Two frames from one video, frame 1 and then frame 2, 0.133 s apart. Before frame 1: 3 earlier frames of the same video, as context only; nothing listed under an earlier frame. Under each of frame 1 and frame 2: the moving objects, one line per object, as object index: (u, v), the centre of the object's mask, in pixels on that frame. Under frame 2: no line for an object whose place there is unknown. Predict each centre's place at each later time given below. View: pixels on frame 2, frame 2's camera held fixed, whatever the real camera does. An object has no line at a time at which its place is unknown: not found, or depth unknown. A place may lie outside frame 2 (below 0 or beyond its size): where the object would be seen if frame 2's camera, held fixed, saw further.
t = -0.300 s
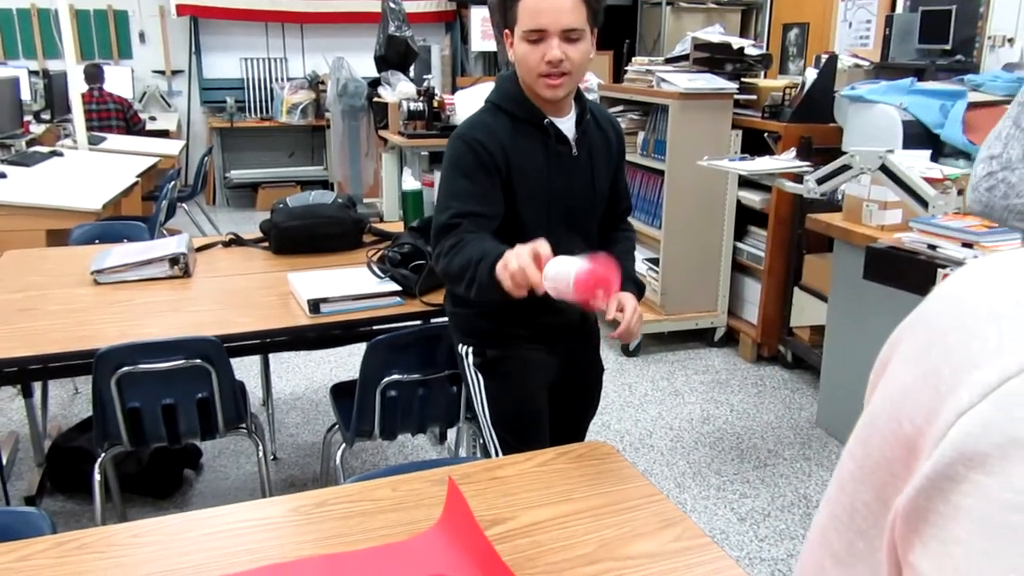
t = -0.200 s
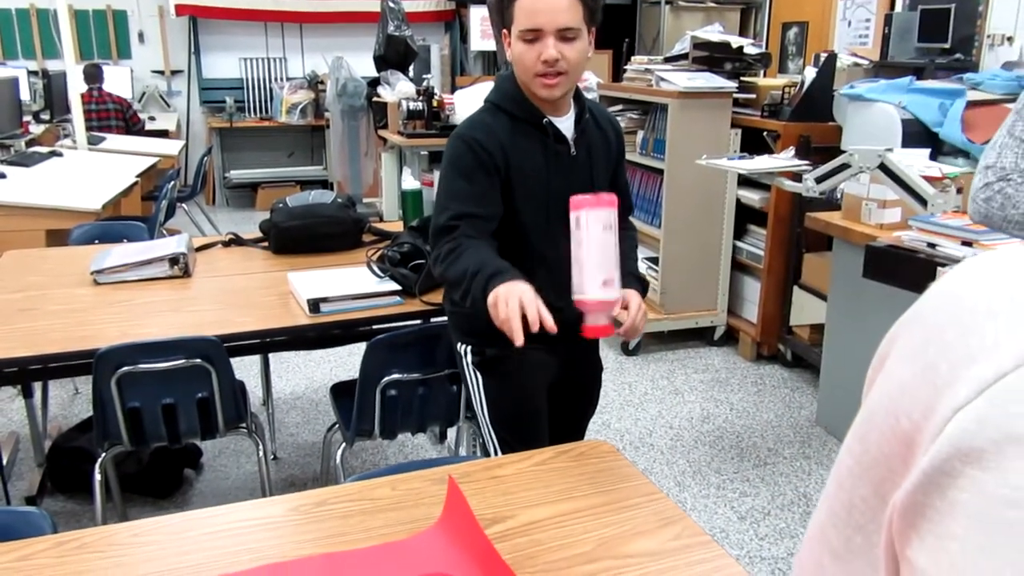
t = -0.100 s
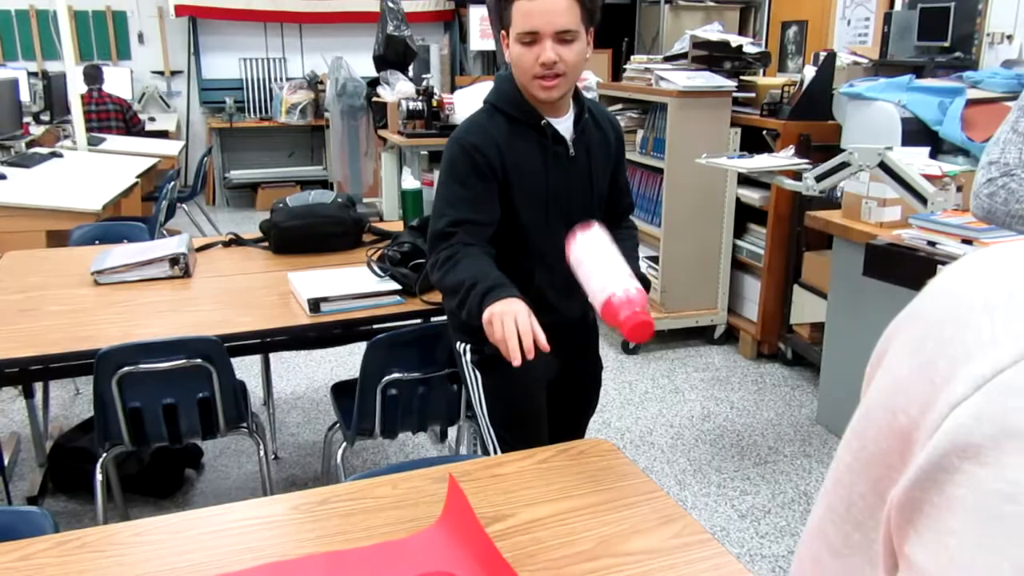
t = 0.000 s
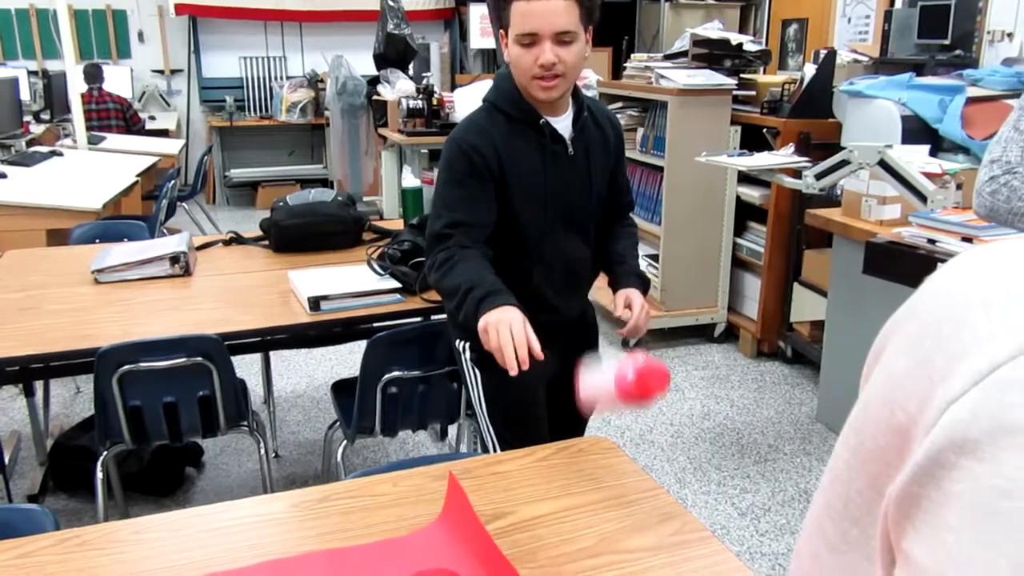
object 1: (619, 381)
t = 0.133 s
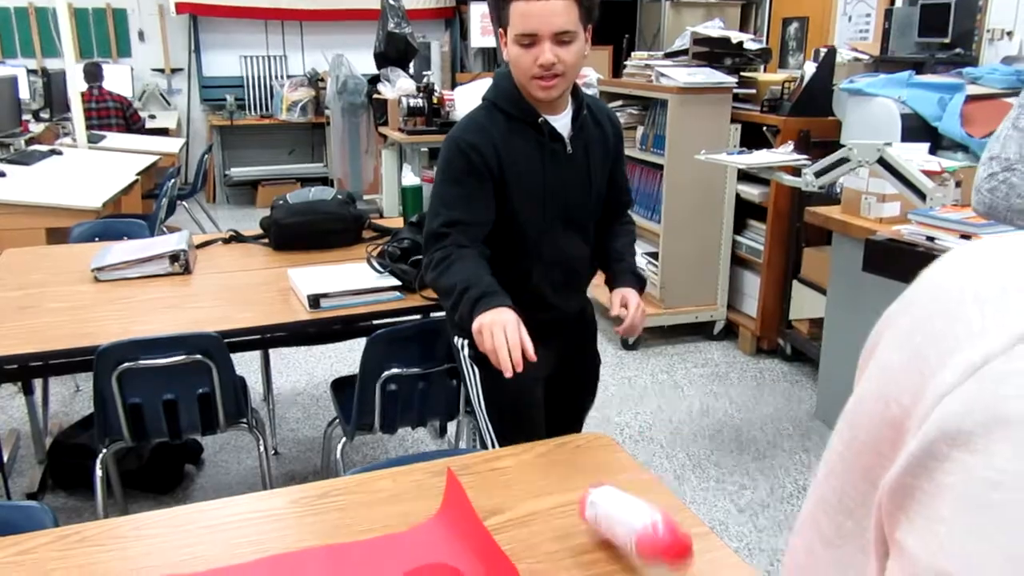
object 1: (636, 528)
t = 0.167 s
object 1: (634, 540)
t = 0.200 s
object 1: (640, 546)
